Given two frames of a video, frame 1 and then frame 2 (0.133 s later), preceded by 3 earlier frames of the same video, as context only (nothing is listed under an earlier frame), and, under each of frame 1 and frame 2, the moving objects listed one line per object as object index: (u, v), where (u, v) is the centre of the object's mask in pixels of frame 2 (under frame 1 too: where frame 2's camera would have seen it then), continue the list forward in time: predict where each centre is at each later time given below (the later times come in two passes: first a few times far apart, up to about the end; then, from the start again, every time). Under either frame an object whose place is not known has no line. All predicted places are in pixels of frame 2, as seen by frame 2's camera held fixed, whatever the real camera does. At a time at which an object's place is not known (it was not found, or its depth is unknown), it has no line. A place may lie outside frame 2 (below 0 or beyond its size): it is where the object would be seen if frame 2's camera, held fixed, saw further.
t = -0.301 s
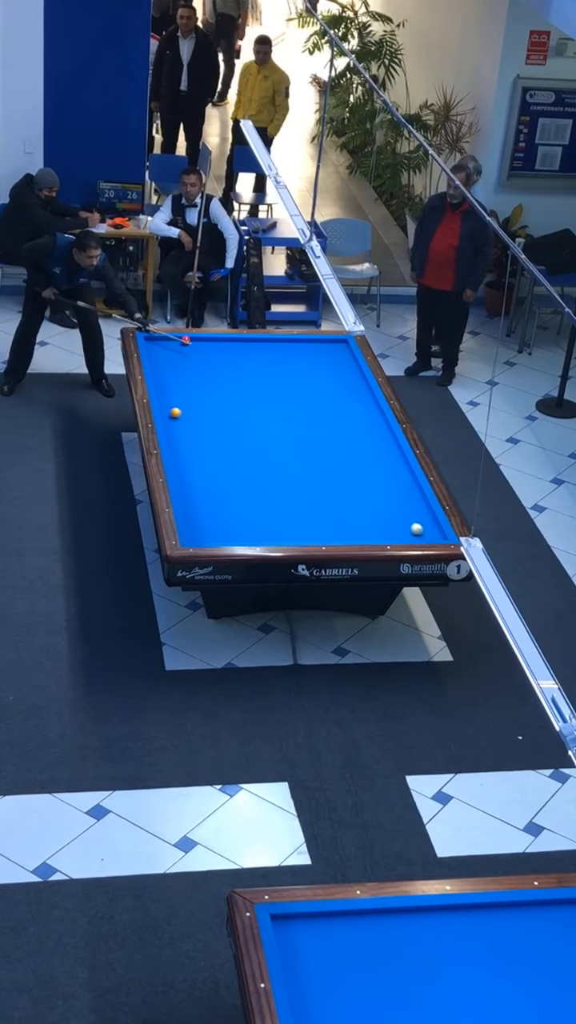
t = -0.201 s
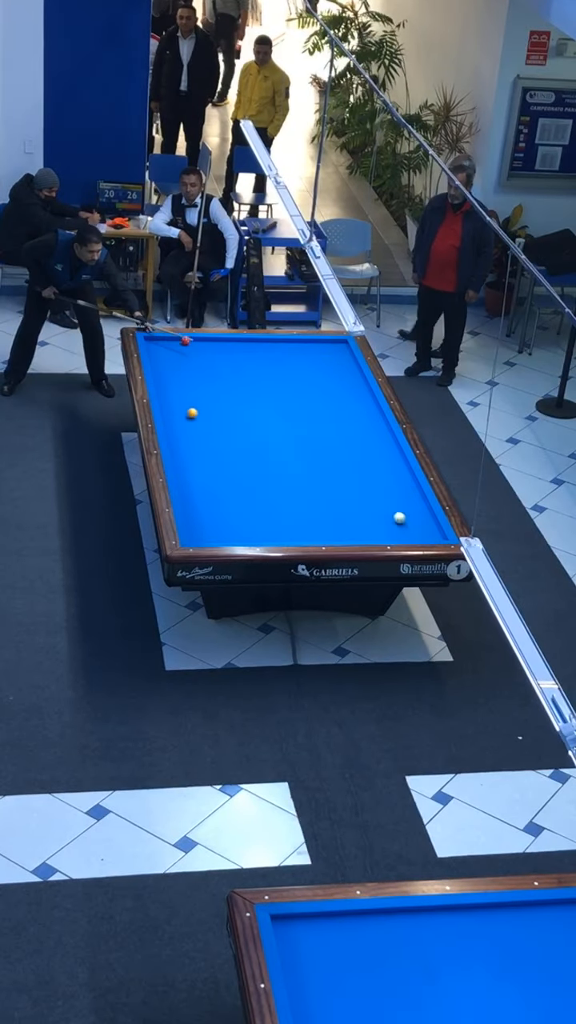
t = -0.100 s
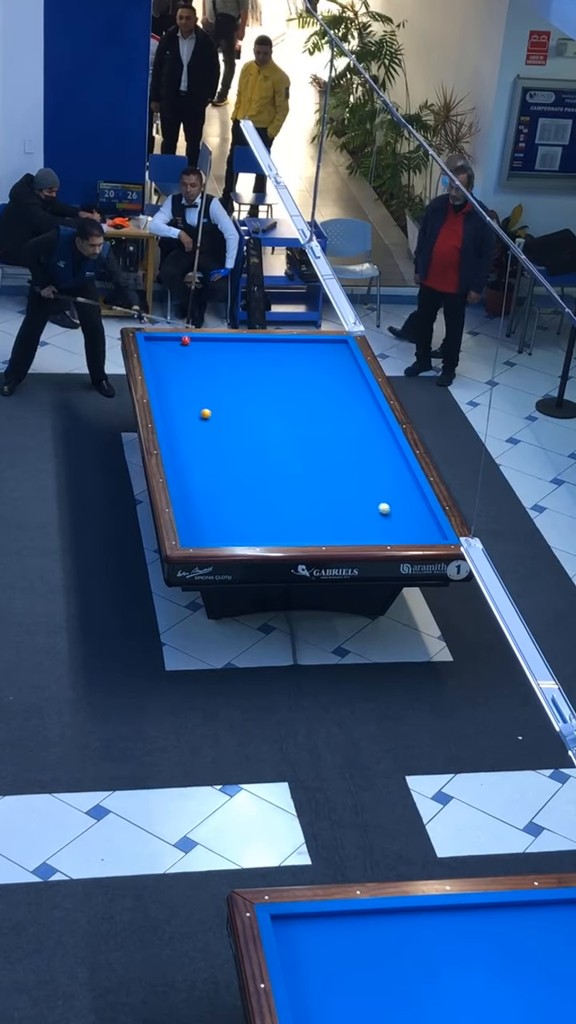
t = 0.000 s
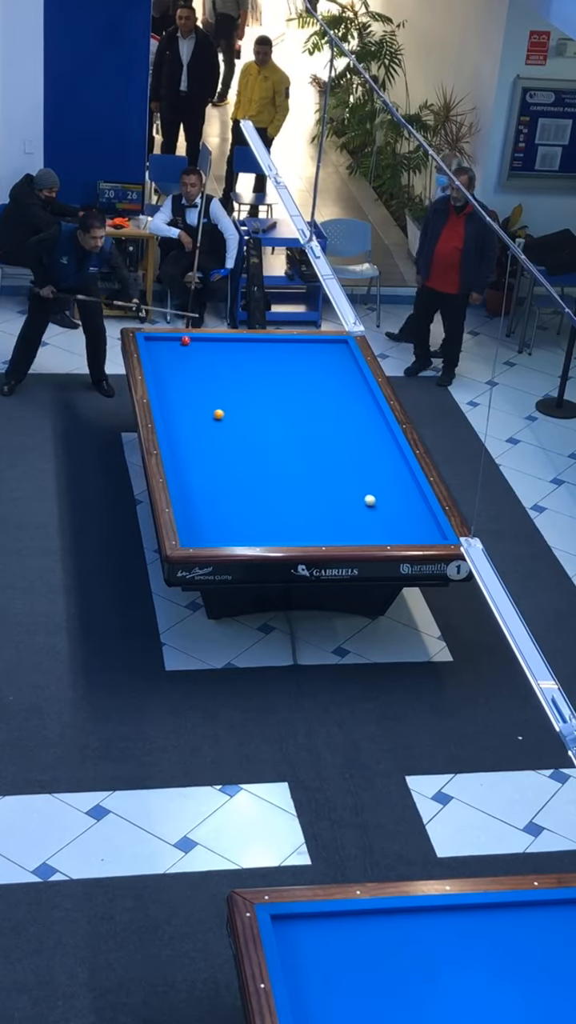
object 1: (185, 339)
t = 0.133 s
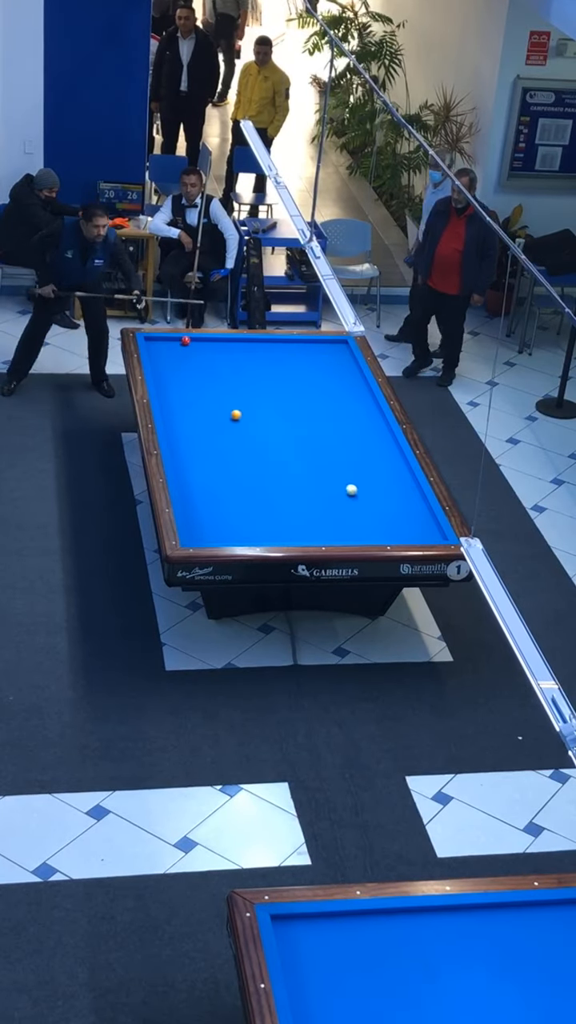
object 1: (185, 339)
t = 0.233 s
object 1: (185, 339)
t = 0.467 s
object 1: (185, 339)
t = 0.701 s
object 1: (185, 339)
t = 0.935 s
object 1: (185, 339)
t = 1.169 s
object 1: (185, 339)
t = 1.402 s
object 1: (185, 339)
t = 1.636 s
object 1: (185, 339)
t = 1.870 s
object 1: (185, 339)
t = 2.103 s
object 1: (185, 339)
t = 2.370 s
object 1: (185, 339)
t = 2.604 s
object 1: (186, 337)
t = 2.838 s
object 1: (190, 339)
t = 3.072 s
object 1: (193, 339)
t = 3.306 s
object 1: (197, 339)
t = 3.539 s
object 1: (200, 339)
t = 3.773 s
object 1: (203, 338)
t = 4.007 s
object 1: (206, 339)
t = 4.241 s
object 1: (208, 338)
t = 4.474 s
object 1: (210, 339)
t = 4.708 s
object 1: (211, 339)
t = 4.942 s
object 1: (213, 339)
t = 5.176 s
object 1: (213, 339)
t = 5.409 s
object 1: (214, 339)
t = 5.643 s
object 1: (214, 339)
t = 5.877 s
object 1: (214, 339)
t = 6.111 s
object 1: (214, 339)
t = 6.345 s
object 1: (214, 339)
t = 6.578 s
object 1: (214, 339)
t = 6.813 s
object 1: (214, 339)
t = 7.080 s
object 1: (214, 339)
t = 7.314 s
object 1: (213, 339)
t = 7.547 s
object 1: (214, 339)
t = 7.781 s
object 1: (214, 339)
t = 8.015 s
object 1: (214, 339)
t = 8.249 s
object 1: (214, 339)
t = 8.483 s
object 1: (214, 339)
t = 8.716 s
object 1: (213, 339)
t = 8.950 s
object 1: (213, 339)
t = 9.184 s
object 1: (214, 339)
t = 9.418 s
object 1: (214, 339)
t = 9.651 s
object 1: (214, 339)
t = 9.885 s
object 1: (214, 339)
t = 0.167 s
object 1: (185, 339)
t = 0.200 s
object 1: (185, 339)
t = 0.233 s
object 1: (185, 339)
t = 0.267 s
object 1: (185, 339)
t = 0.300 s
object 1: (185, 339)
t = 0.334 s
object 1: (185, 339)
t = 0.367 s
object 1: (185, 339)
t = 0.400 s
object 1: (185, 339)
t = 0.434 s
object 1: (185, 339)
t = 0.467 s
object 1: (185, 339)
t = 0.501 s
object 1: (185, 339)
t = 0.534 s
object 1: (185, 339)
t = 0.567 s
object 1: (185, 339)
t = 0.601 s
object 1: (185, 339)
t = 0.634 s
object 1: (185, 339)
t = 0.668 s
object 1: (185, 339)
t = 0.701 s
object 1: (185, 339)
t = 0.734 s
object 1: (185, 339)
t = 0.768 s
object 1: (185, 339)
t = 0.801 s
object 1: (185, 339)
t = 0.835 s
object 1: (185, 339)
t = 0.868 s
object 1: (185, 339)
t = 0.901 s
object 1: (185, 339)
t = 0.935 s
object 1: (185, 339)
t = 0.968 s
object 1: (185, 339)
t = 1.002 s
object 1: (185, 339)
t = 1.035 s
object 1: (185, 339)
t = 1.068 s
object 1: (185, 339)
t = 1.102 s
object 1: (185, 339)
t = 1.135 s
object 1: (185, 339)
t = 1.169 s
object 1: (185, 339)
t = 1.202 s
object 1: (185, 339)
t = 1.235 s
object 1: (185, 339)
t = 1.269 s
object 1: (185, 339)
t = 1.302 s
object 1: (185, 339)
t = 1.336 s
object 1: (185, 339)
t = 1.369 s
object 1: (185, 339)
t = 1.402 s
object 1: (185, 339)
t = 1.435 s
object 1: (185, 339)
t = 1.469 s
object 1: (185, 339)
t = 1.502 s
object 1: (185, 339)
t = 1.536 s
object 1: (185, 339)
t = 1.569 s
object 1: (185, 339)
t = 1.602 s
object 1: (185, 339)
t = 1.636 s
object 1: (185, 339)
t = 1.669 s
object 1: (185, 339)
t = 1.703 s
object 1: (185, 339)
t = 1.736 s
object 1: (185, 339)
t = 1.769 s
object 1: (185, 339)
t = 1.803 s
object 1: (185, 339)
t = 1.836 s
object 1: (185, 339)
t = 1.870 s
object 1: (185, 339)
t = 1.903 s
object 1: (185, 339)
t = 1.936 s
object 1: (185, 339)
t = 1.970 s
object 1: (185, 339)
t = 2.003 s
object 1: (185, 339)
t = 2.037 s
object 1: (185, 339)
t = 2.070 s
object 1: (185, 339)
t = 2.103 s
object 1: (185, 339)
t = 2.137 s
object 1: (185, 339)
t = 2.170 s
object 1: (185, 339)
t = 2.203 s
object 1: (185, 339)
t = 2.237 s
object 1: (185, 339)
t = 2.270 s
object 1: (185, 339)
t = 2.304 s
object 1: (185, 339)
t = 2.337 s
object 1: (185, 339)
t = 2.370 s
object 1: (185, 339)
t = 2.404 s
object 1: (185, 339)
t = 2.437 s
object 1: (185, 339)
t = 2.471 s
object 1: (185, 339)
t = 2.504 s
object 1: (186, 339)
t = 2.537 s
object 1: (185, 339)
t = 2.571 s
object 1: (186, 338)
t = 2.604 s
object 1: (186, 337)
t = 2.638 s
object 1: (186, 337)
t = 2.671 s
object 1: (187, 337)
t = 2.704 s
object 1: (187, 337)
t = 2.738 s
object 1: (188, 338)
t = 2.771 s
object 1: (189, 338)
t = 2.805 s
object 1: (189, 338)
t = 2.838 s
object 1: (190, 339)
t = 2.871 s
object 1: (191, 339)
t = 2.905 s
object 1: (191, 339)
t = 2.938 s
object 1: (191, 339)
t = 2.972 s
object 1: (192, 339)
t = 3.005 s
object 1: (192, 339)
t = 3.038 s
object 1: (193, 339)
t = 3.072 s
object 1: (193, 339)
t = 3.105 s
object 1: (194, 339)
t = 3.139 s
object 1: (194, 339)
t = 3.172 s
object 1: (195, 339)
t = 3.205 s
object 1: (196, 339)
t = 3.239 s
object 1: (196, 339)
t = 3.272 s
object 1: (197, 339)
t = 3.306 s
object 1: (197, 339)
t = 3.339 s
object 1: (198, 339)
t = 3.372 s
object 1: (198, 339)
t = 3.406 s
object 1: (199, 339)
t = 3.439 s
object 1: (199, 339)
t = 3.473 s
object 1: (199, 339)
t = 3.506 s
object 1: (200, 339)
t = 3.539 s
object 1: (200, 339)
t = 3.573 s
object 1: (201, 339)
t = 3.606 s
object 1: (201, 339)
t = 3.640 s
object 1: (202, 339)
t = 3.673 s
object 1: (202, 338)
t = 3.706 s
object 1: (203, 339)
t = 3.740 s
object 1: (203, 339)
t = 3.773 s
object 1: (203, 338)
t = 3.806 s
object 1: (204, 338)
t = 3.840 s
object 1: (204, 338)
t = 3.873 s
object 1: (204, 338)
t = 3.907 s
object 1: (205, 338)
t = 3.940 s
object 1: (205, 338)
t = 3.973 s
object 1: (205, 339)
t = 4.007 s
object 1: (206, 339)
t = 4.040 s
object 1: (206, 338)
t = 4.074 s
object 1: (207, 338)
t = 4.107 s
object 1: (207, 338)
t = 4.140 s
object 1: (207, 338)
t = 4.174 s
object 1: (208, 338)
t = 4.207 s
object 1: (208, 338)
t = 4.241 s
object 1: (208, 338)
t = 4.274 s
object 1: (208, 339)
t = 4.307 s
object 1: (209, 339)
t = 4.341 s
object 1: (209, 339)
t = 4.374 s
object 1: (209, 338)
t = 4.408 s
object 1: (209, 338)
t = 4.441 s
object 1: (210, 338)
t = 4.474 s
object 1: (210, 339)
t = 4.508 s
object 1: (210, 339)
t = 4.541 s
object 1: (211, 339)
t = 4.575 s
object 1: (211, 339)
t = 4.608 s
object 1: (211, 339)
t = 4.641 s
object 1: (211, 339)
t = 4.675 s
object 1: (211, 339)
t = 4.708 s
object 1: (211, 339)
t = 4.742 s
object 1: (211, 339)
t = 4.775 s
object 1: (212, 339)
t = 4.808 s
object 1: (212, 339)
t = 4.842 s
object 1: (212, 339)
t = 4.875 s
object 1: (212, 339)
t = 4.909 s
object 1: (212, 339)
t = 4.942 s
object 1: (213, 339)
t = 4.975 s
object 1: (213, 339)
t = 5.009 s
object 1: (213, 339)
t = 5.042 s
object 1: (213, 339)
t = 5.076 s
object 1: (213, 339)
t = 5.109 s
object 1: (213, 339)
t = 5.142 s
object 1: (213, 339)
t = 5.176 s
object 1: (213, 339)
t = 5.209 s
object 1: (213, 339)
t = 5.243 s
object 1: (213, 339)
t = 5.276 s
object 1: (213, 339)
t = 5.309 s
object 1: (213, 339)
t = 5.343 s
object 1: (214, 339)
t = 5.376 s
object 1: (214, 339)
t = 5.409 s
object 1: (214, 339)
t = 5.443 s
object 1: (214, 339)
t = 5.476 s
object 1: (214, 339)
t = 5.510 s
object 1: (214, 339)
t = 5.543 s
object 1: (214, 339)
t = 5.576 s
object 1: (214, 339)
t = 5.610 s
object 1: (214, 339)
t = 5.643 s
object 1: (214, 339)
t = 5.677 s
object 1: (214, 339)
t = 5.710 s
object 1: (214, 339)
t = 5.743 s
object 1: (214, 339)
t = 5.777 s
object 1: (214, 339)
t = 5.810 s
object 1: (214, 339)
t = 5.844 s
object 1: (214, 339)
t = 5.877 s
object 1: (214, 339)
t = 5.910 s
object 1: (214, 339)
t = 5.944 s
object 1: (214, 339)
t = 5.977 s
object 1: (214, 339)
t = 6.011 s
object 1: (214, 339)
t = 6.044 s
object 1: (214, 339)
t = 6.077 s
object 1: (214, 339)
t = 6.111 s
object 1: (214, 339)
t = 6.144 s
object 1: (214, 339)
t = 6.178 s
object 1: (214, 339)
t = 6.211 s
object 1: (214, 339)
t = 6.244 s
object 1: (214, 339)
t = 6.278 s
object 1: (214, 339)
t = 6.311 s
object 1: (214, 339)
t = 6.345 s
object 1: (214, 339)
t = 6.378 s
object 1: (214, 339)
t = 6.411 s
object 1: (214, 339)
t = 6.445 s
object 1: (214, 339)
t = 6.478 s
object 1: (214, 339)
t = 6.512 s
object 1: (214, 340)
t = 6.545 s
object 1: (214, 339)
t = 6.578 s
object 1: (214, 339)
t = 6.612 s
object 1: (214, 339)
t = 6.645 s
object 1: (214, 339)
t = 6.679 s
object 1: (214, 339)
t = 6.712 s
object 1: (214, 340)
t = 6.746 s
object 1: (214, 339)
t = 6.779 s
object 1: (214, 339)
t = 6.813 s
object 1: (214, 339)
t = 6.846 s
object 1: (214, 339)
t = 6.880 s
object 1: (214, 339)
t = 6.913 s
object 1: (214, 340)
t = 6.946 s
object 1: (214, 339)
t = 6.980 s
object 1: (214, 339)
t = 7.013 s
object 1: (214, 339)
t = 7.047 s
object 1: (214, 339)
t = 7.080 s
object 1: (214, 339)
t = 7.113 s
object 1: (214, 339)
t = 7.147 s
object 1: (214, 339)
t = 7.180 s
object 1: (214, 339)
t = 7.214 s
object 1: (214, 339)
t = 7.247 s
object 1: (213, 339)
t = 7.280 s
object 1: (214, 339)
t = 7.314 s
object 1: (213, 339)
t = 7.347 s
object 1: (214, 339)
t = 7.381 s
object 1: (214, 339)
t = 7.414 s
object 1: (214, 339)
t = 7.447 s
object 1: (213, 339)
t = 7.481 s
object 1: (214, 339)
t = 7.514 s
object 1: (213, 339)
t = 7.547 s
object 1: (214, 339)
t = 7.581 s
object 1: (214, 339)
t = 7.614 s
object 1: (214, 339)
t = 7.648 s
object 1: (214, 339)
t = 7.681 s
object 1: (214, 339)
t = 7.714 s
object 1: (214, 339)
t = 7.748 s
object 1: (214, 339)
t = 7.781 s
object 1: (214, 339)
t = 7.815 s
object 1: (214, 339)
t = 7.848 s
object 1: (214, 339)
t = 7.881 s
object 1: (214, 339)
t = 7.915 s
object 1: (214, 339)
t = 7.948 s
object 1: (214, 339)
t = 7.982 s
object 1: (214, 339)
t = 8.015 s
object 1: (214, 339)
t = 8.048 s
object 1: (214, 339)
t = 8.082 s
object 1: (214, 339)
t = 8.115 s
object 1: (214, 339)
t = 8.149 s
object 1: (214, 339)
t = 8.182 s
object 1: (214, 339)
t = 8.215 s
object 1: (214, 339)
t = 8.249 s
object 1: (214, 339)
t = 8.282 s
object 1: (214, 339)
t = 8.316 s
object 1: (214, 339)
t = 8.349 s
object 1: (214, 339)
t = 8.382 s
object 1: (214, 339)
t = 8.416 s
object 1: (214, 339)
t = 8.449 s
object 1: (214, 339)
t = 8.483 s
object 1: (214, 339)
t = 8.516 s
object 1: (214, 339)
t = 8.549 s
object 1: (214, 339)
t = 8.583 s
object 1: (214, 339)
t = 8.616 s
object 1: (214, 339)
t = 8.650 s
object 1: (214, 339)
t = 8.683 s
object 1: (214, 339)
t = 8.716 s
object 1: (213, 339)
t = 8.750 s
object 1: (213, 339)
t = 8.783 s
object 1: (213, 339)
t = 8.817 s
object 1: (213, 339)
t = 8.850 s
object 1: (213, 339)
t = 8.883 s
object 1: (213, 339)
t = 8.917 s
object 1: (213, 339)
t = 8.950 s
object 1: (213, 339)
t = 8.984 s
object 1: (213, 339)
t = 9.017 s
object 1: (213, 339)
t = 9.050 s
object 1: (213, 340)
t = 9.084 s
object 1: (214, 339)
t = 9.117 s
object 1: (214, 339)
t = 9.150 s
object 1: (214, 339)
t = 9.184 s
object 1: (214, 339)
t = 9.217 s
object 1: (214, 339)
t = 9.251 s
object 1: (214, 340)
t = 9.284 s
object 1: (214, 339)
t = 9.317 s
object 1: (214, 339)
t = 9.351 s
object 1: (214, 339)
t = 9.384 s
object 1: (214, 340)
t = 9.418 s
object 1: (214, 339)
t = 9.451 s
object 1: (214, 339)
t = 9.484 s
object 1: (214, 339)
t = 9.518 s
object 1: (214, 339)
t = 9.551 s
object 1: (214, 339)
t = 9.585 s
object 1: (214, 339)
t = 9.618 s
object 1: (214, 339)
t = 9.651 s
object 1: (214, 339)
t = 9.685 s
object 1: (214, 339)
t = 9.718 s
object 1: (214, 339)
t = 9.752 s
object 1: (214, 339)
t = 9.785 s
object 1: (214, 339)
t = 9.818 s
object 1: (214, 339)
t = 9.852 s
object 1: (213, 339)
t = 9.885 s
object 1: (214, 339)
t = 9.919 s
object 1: (214, 339)
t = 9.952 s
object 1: (214, 339)
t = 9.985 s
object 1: (214, 339)
